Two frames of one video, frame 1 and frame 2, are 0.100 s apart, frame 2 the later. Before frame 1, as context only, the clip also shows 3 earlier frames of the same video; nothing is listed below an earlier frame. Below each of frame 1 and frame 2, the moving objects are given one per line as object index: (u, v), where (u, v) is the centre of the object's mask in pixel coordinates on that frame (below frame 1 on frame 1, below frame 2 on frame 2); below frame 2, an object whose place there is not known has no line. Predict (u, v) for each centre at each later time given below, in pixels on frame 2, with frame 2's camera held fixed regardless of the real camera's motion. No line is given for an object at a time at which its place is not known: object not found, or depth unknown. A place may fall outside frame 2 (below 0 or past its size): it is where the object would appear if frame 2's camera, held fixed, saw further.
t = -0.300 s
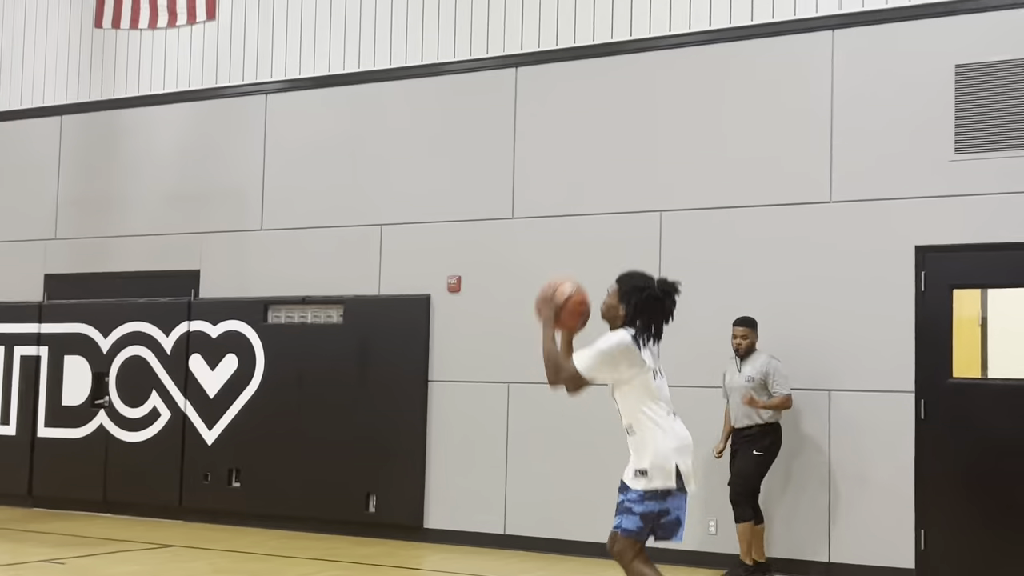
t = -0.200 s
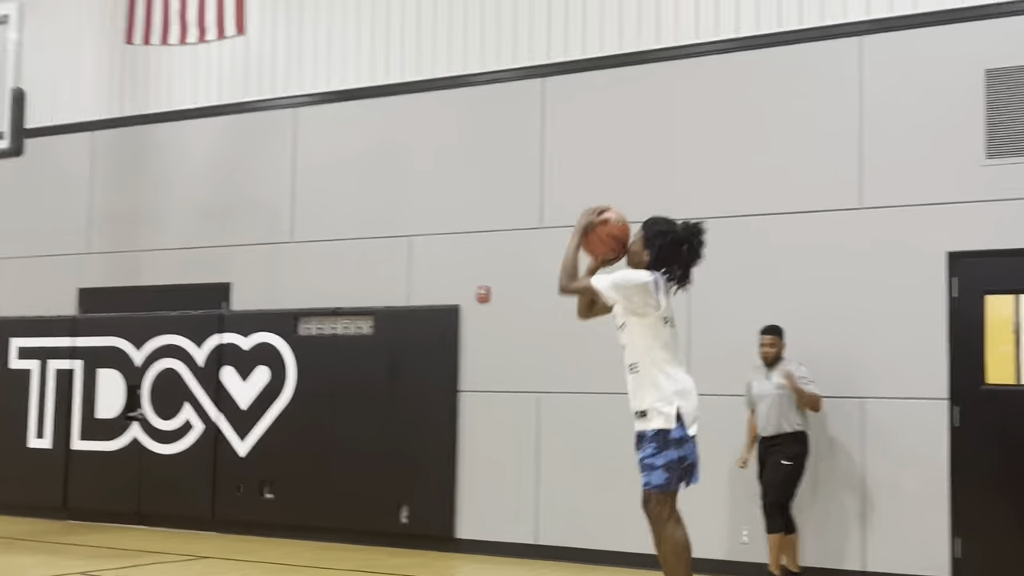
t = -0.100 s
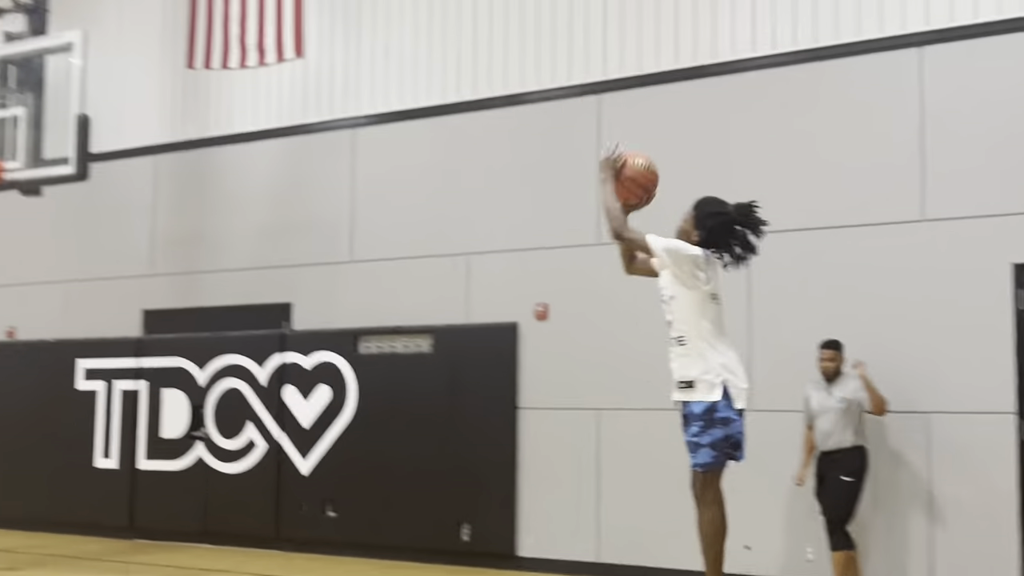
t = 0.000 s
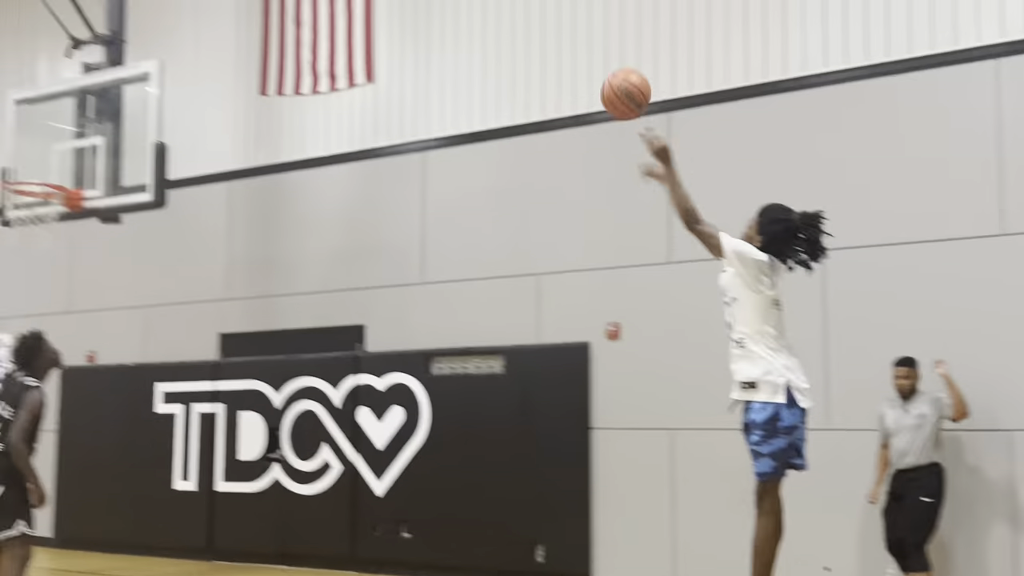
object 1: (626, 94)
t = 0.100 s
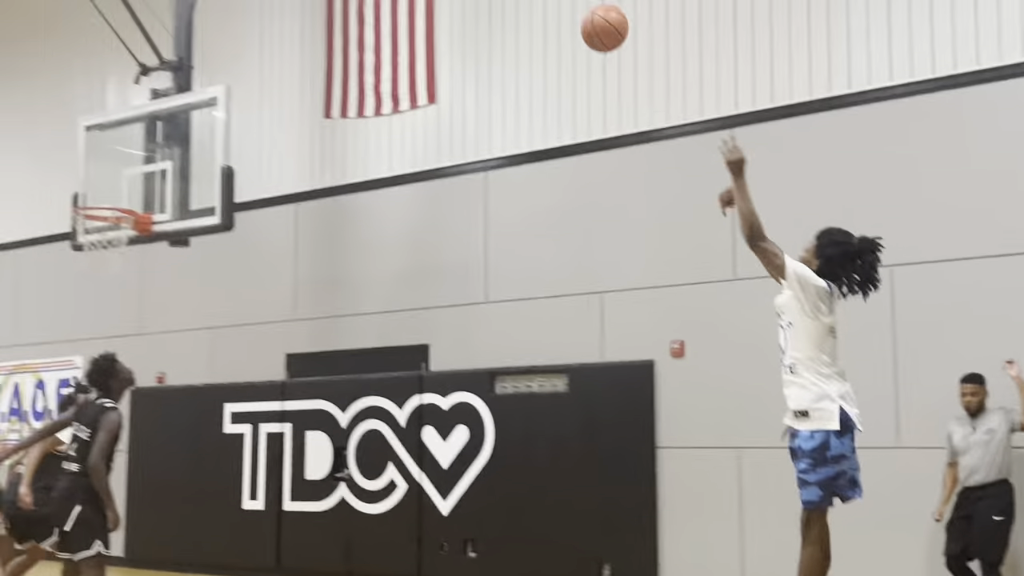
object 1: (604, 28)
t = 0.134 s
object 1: (577, 10)
